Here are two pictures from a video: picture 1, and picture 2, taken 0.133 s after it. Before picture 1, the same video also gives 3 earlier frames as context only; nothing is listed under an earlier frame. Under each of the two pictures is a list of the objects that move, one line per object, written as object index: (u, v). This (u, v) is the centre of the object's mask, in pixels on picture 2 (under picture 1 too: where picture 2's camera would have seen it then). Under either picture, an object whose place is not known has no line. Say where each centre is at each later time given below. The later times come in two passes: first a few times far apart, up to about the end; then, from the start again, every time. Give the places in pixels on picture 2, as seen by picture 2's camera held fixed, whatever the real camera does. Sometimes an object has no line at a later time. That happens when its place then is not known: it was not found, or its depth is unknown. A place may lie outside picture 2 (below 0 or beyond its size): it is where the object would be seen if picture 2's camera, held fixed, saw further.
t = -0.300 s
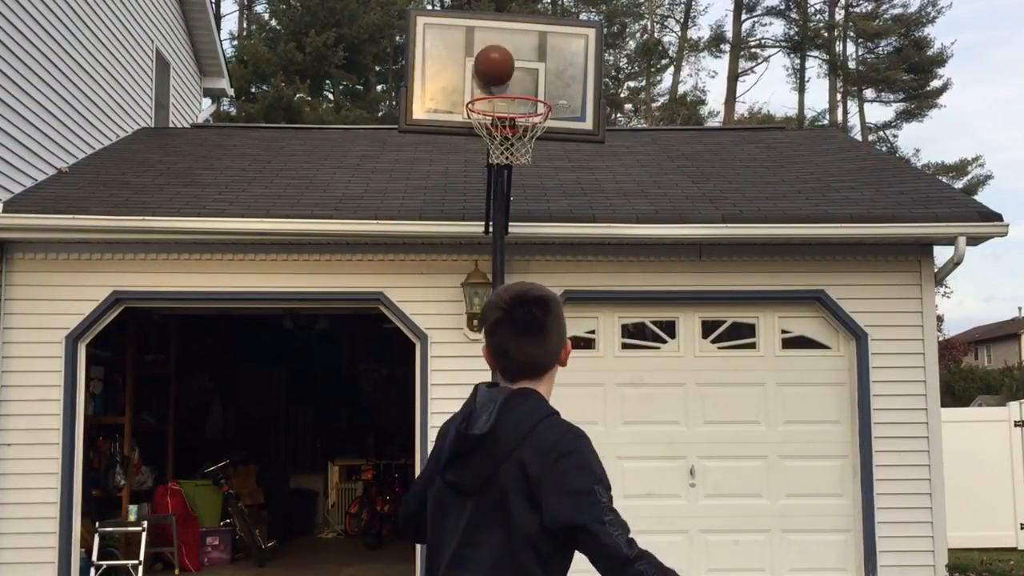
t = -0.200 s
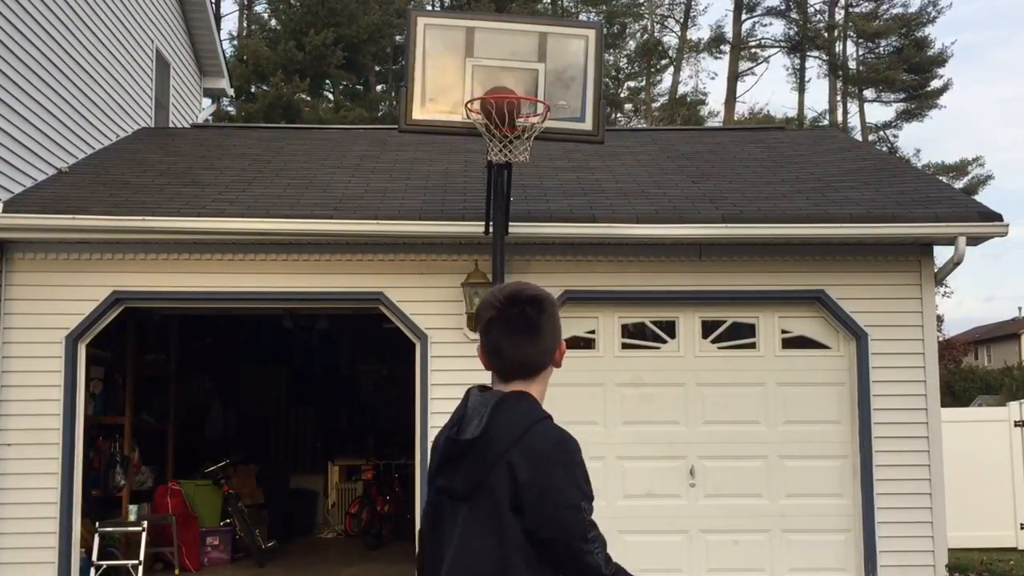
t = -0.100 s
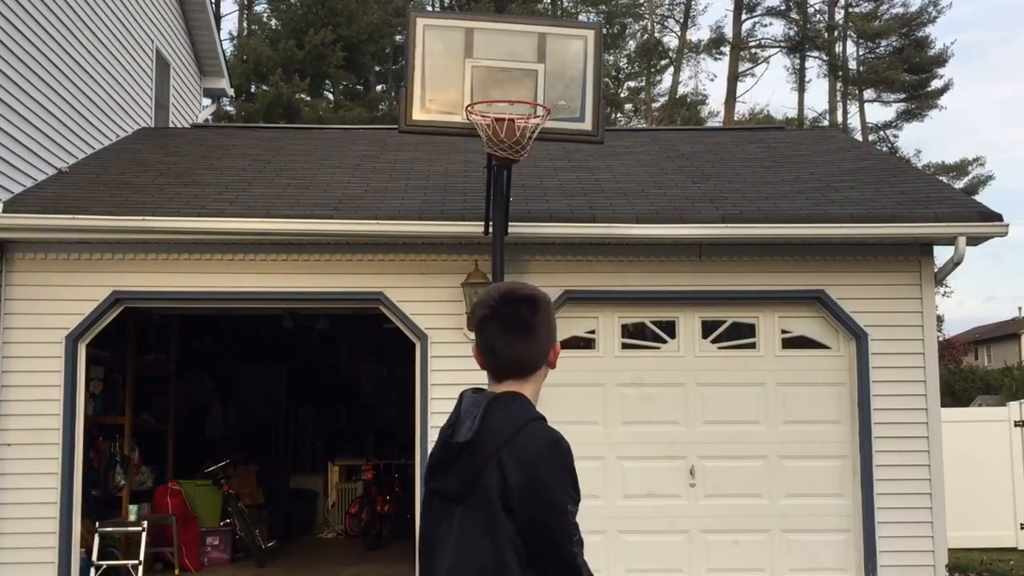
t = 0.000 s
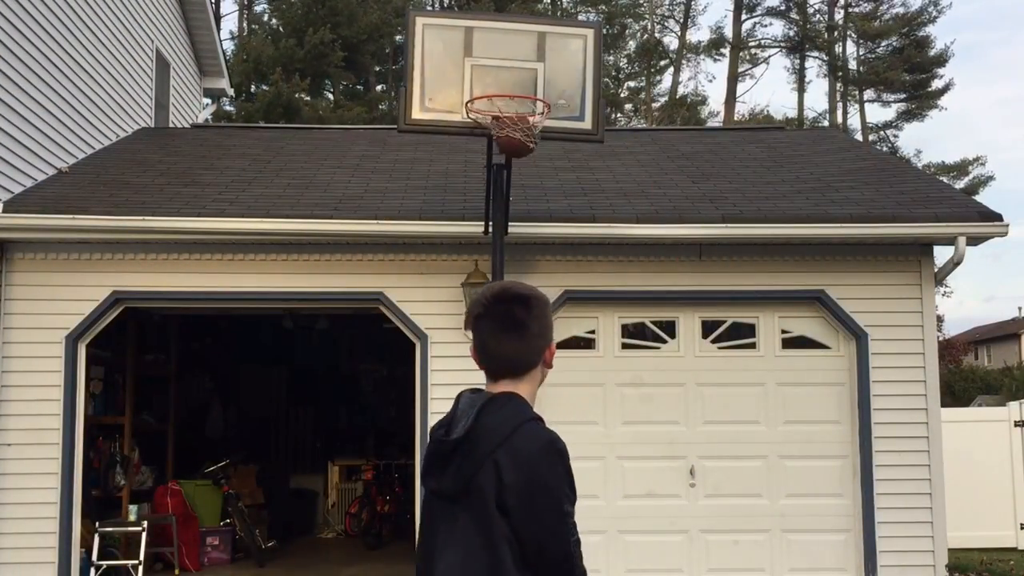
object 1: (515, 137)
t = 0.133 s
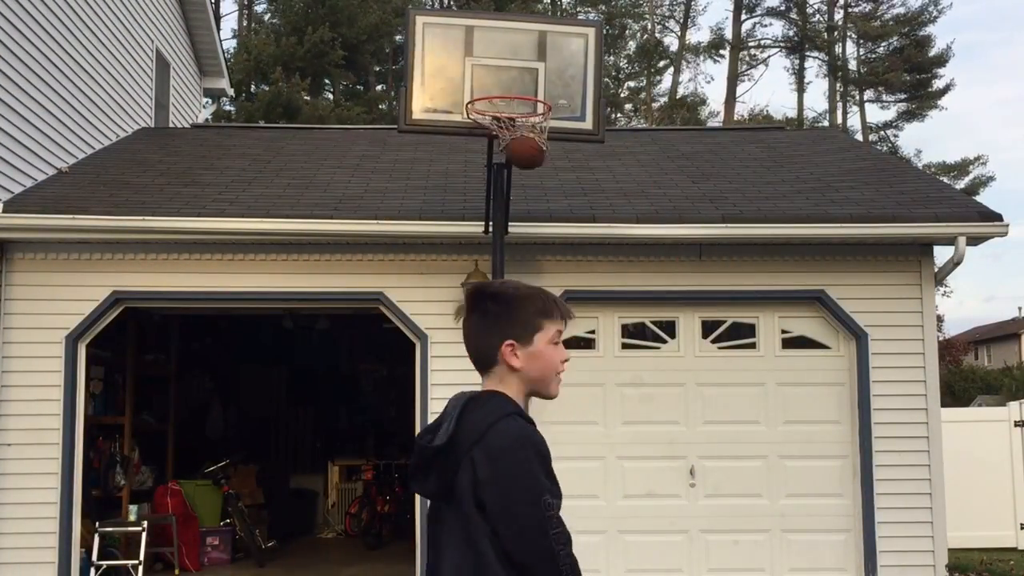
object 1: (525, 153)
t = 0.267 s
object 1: (521, 170)
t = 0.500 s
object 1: (506, 260)
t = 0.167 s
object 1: (525, 157)
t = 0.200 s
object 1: (525, 160)
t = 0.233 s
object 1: (524, 165)
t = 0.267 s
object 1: (521, 170)
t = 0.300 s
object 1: (519, 176)
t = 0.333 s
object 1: (517, 184)
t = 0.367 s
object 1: (516, 195)
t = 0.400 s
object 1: (513, 208)
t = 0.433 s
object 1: (511, 223)
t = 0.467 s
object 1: (508, 241)
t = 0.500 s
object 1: (506, 260)
